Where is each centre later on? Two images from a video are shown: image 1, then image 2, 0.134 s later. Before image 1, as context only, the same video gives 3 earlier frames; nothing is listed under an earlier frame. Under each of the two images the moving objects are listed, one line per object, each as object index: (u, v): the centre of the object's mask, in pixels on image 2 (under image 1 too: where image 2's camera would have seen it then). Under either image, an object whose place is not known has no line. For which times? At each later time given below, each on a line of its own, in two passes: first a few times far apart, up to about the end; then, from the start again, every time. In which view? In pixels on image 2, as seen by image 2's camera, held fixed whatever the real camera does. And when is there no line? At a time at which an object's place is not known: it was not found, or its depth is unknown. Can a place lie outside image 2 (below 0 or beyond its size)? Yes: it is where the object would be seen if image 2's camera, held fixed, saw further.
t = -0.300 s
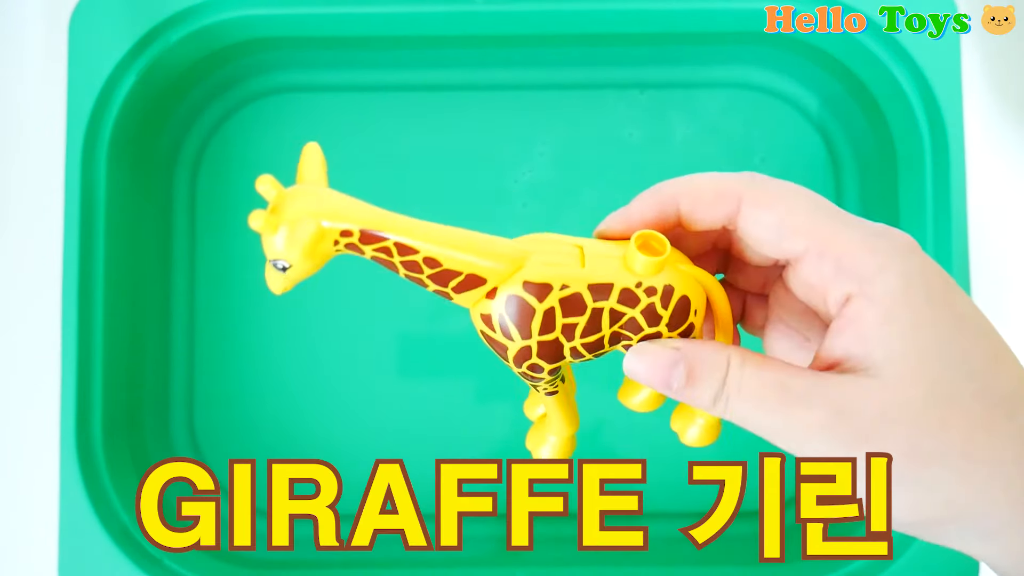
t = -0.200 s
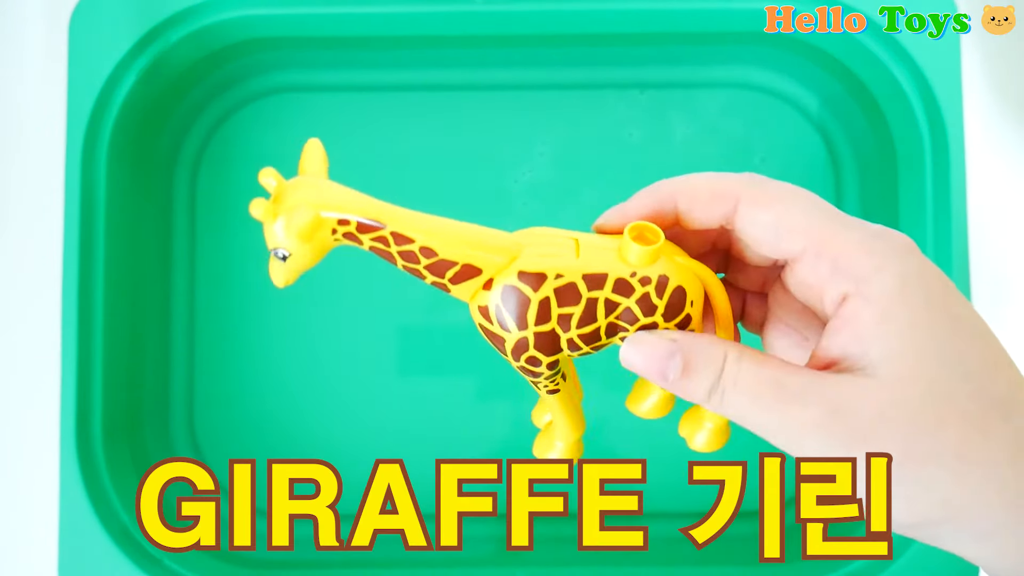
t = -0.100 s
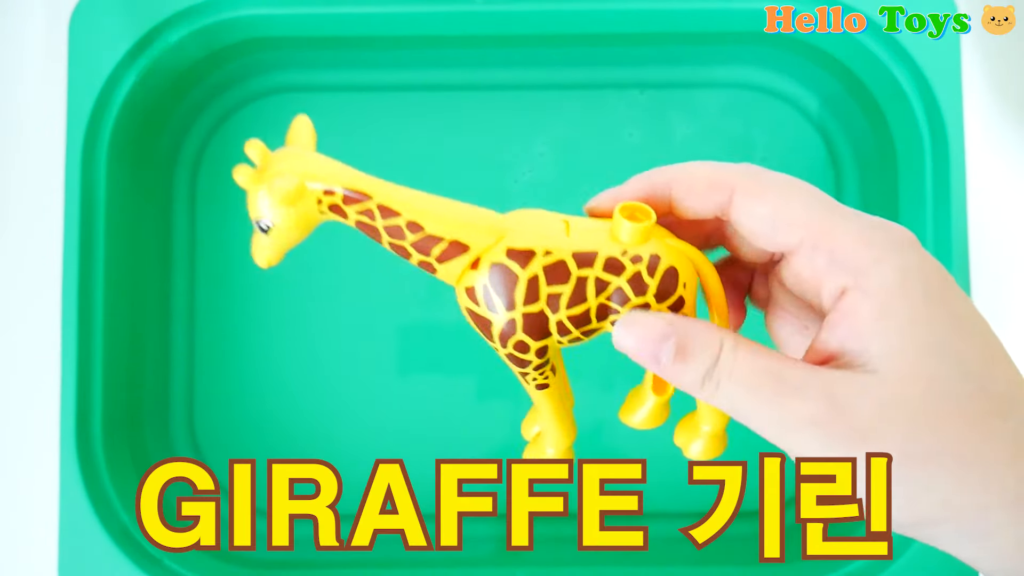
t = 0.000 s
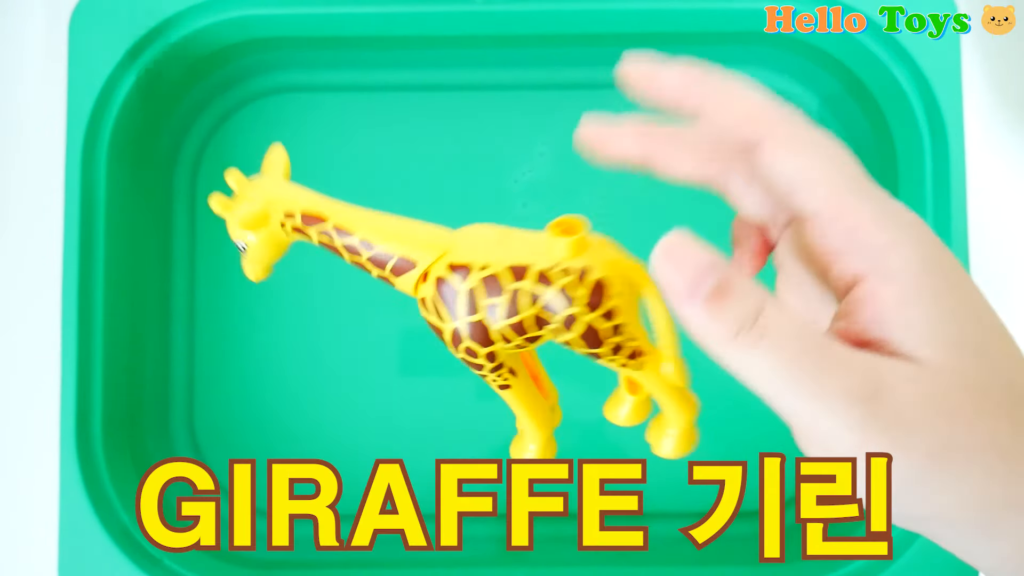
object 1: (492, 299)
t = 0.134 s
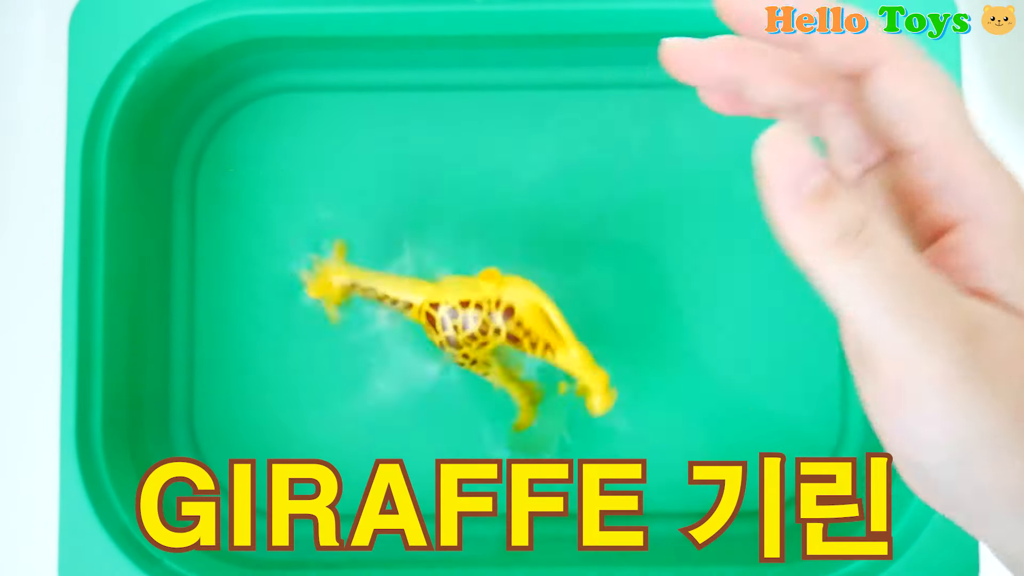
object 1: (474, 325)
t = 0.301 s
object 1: (466, 323)
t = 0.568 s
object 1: (456, 264)
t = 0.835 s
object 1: (446, 235)
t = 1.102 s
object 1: (454, 263)
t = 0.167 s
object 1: (476, 326)
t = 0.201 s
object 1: (478, 333)
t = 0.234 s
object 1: (474, 328)
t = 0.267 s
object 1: (468, 328)
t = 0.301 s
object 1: (466, 323)
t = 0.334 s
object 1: (462, 318)
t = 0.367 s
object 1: (461, 309)
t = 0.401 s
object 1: (458, 296)
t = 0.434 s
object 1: (459, 286)
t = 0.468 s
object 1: (461, 278)
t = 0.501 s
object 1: (460, 272)
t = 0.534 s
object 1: (459, 269)
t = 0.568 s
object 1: (456, 264)
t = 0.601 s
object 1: (454, 259)
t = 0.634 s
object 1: (453, 254)
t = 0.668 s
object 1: (452, 249)
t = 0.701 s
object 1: (453, 246)
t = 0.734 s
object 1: (450, 242)
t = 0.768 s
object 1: (450, 239)
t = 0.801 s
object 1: (448, 236)
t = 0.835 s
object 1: (446, 235)
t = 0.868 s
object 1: (448, 236)
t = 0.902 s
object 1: (450, 239)
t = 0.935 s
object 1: (451, 242)
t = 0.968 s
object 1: (453, 246)
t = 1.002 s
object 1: (452, 249)
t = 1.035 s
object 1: (453, 254)
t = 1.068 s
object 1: (454, 258)
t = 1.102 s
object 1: (454, 263)
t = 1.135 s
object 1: (459, 269)
